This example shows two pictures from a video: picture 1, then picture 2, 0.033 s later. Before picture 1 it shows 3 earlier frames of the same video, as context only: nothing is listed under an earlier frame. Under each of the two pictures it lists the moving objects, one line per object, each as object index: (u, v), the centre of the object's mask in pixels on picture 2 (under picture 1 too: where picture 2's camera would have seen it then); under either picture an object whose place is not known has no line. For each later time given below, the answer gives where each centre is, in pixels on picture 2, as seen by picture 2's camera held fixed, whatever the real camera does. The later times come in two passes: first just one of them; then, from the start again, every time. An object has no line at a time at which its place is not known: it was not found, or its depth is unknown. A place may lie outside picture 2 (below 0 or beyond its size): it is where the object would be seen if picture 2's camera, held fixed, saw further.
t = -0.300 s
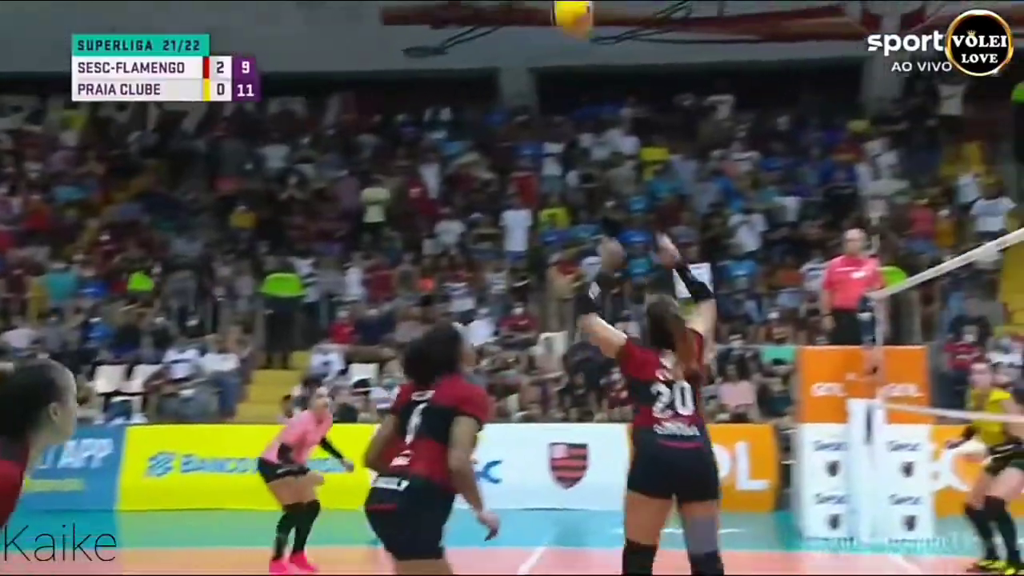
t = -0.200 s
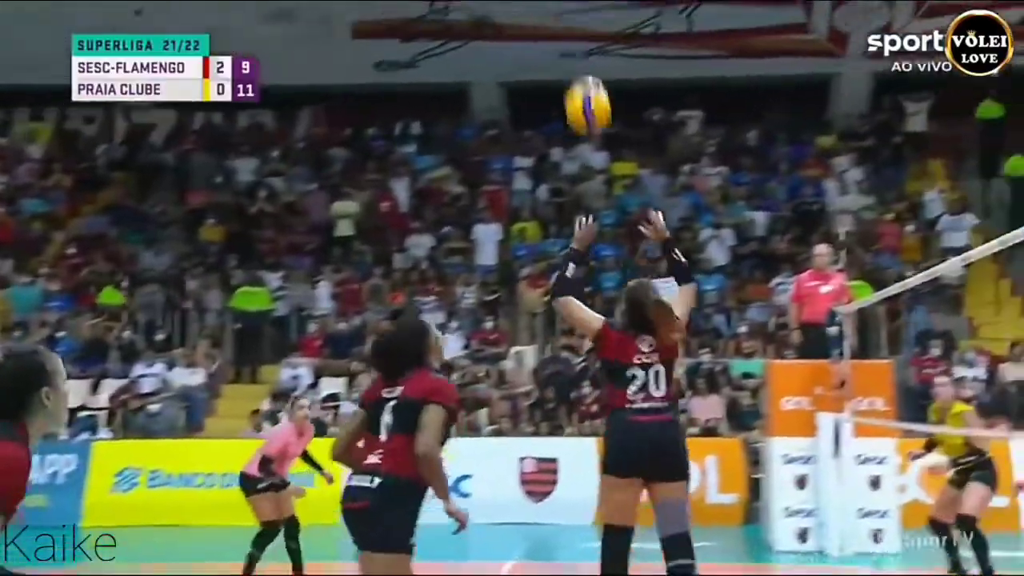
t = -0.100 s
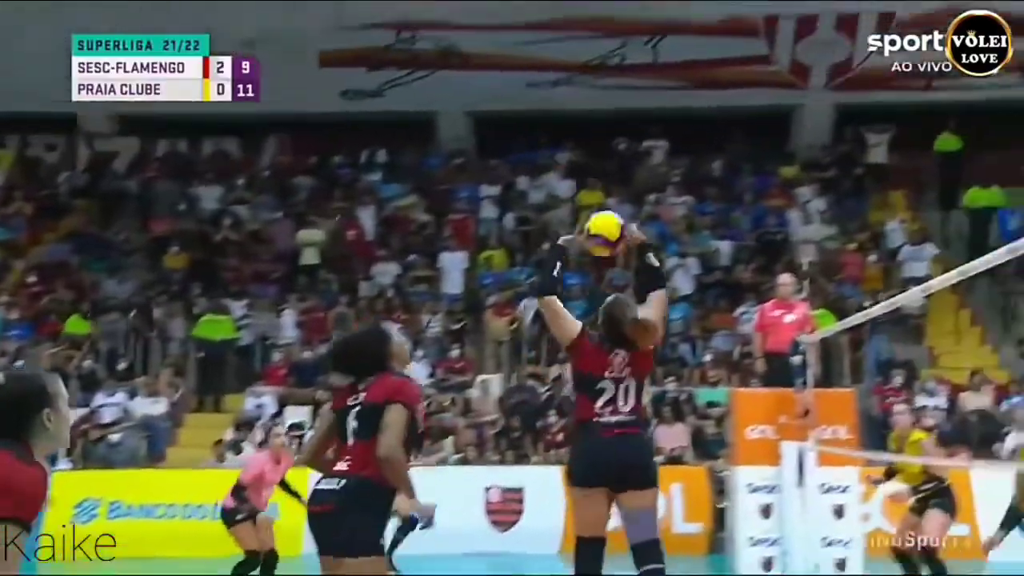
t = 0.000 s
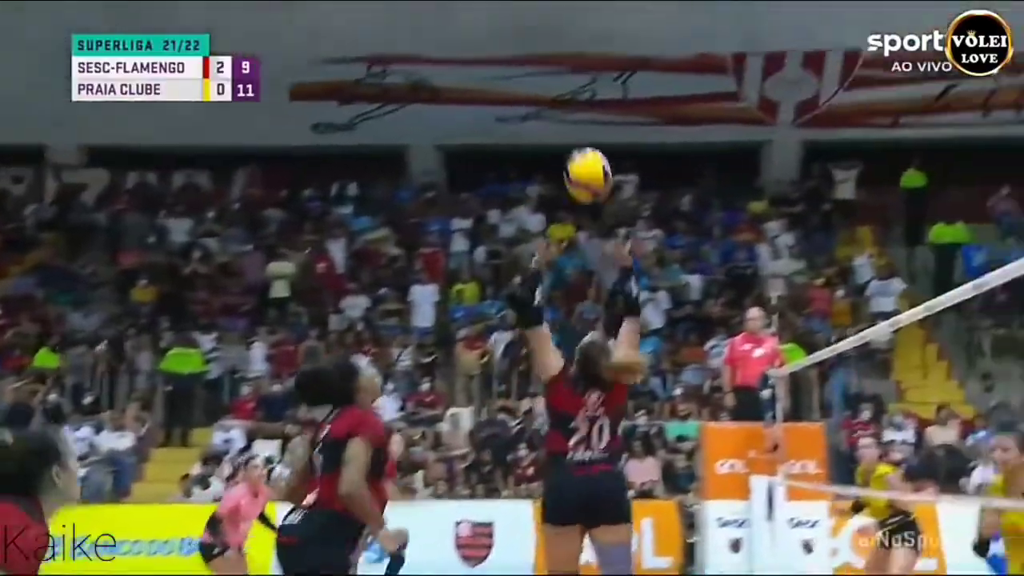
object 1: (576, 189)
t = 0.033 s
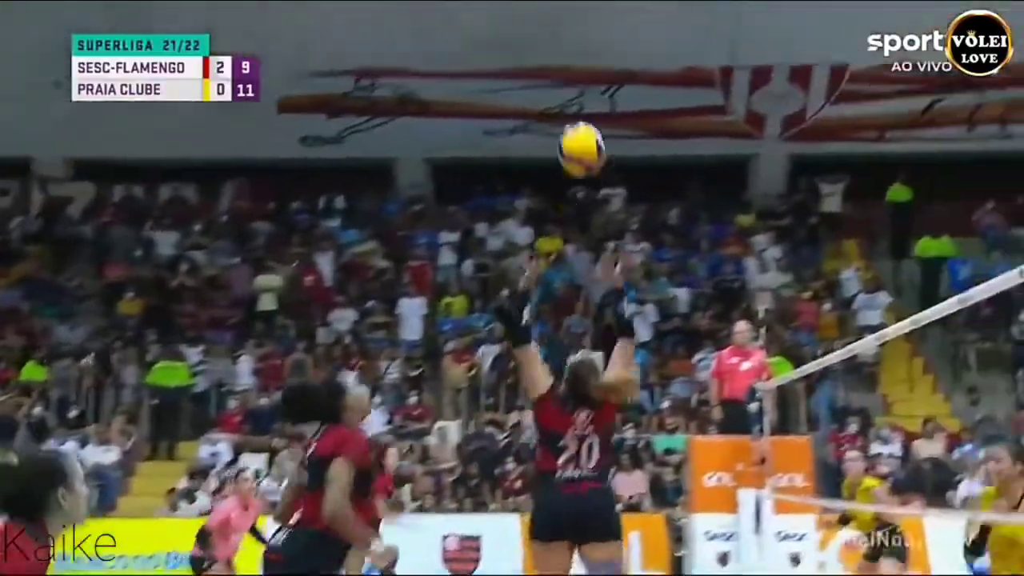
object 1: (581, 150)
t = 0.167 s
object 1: (600, 24)
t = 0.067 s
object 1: (586, 110)
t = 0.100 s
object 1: (588, 75)
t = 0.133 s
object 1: (596, 40)
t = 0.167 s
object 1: (600, 24)
